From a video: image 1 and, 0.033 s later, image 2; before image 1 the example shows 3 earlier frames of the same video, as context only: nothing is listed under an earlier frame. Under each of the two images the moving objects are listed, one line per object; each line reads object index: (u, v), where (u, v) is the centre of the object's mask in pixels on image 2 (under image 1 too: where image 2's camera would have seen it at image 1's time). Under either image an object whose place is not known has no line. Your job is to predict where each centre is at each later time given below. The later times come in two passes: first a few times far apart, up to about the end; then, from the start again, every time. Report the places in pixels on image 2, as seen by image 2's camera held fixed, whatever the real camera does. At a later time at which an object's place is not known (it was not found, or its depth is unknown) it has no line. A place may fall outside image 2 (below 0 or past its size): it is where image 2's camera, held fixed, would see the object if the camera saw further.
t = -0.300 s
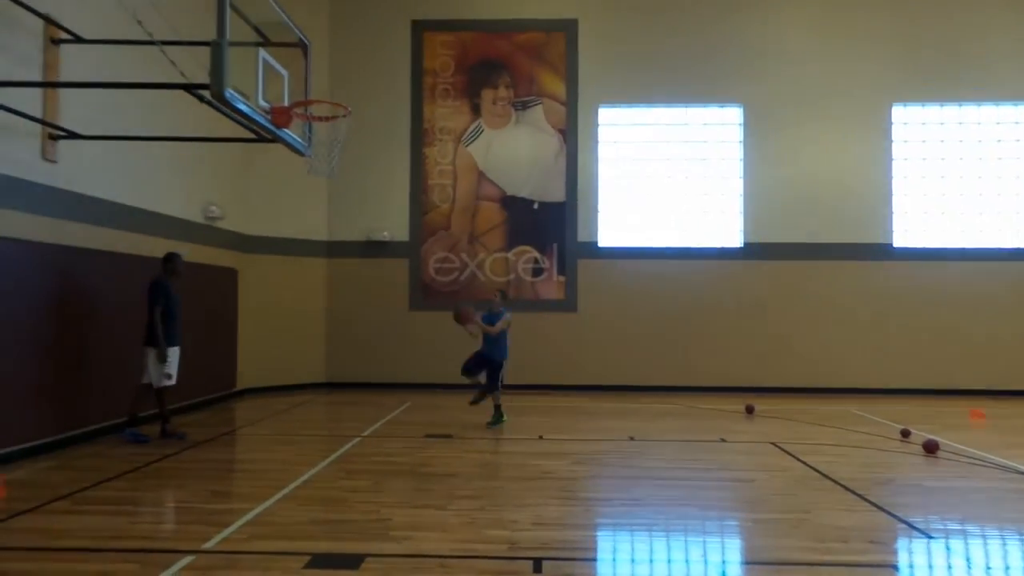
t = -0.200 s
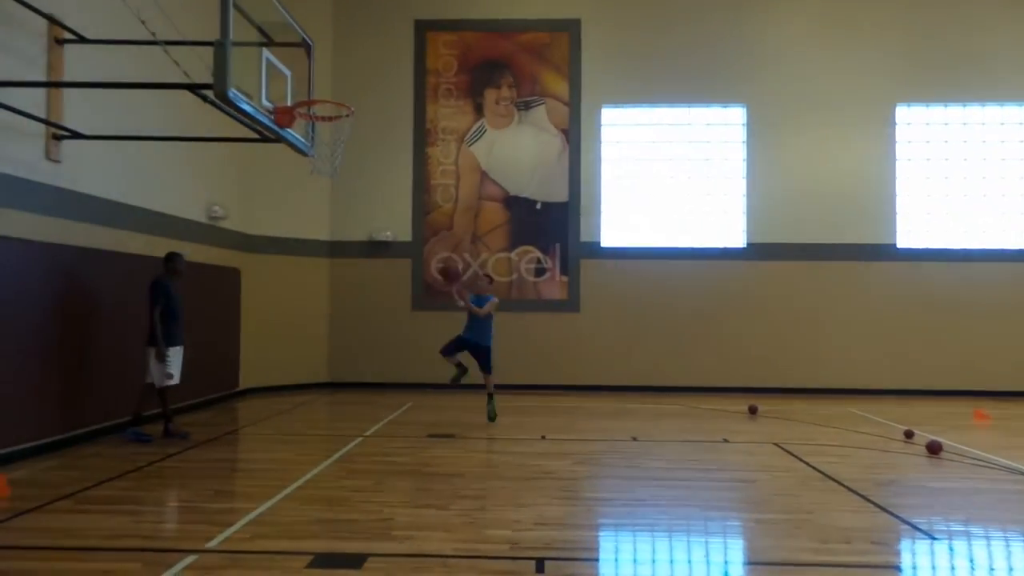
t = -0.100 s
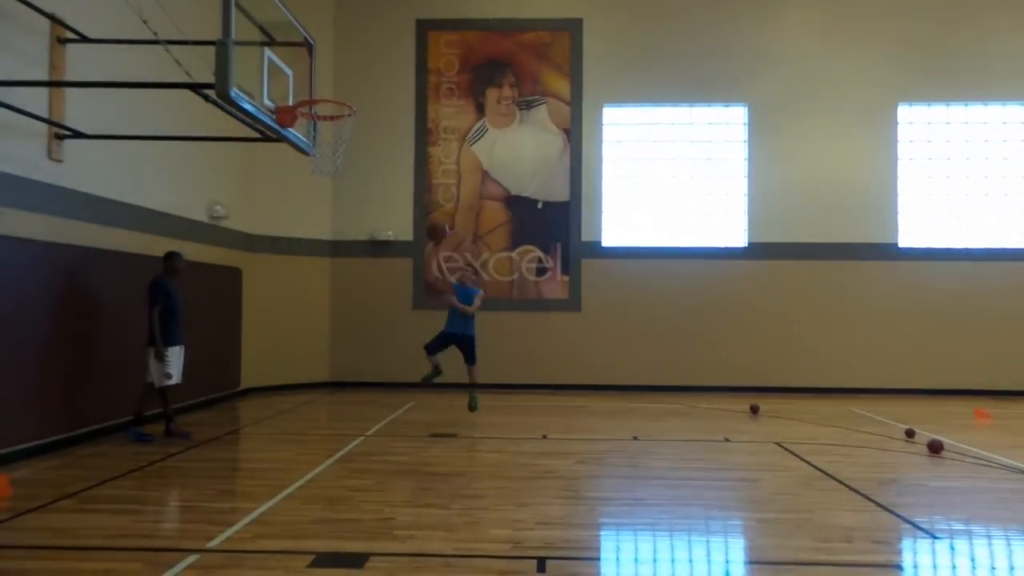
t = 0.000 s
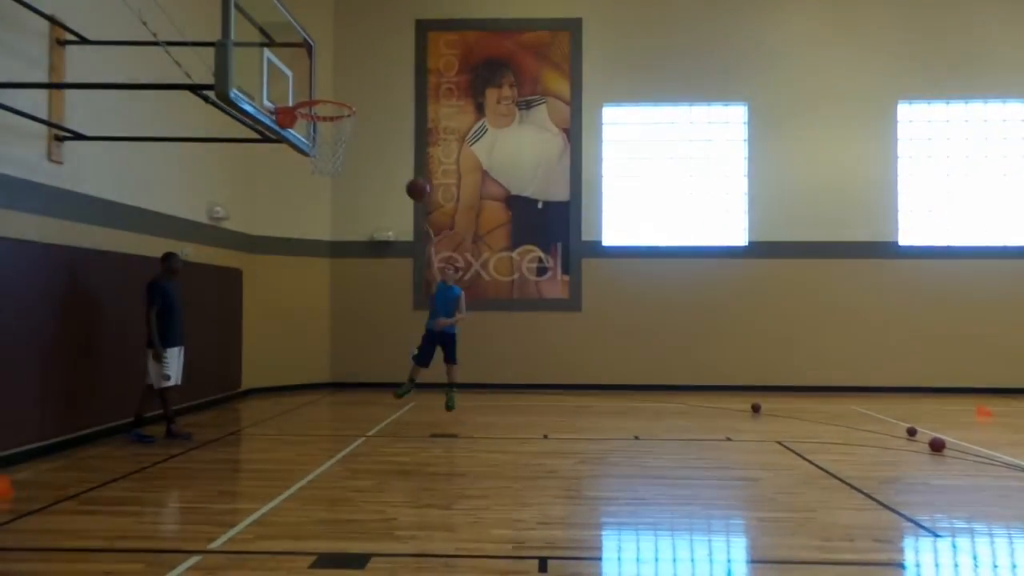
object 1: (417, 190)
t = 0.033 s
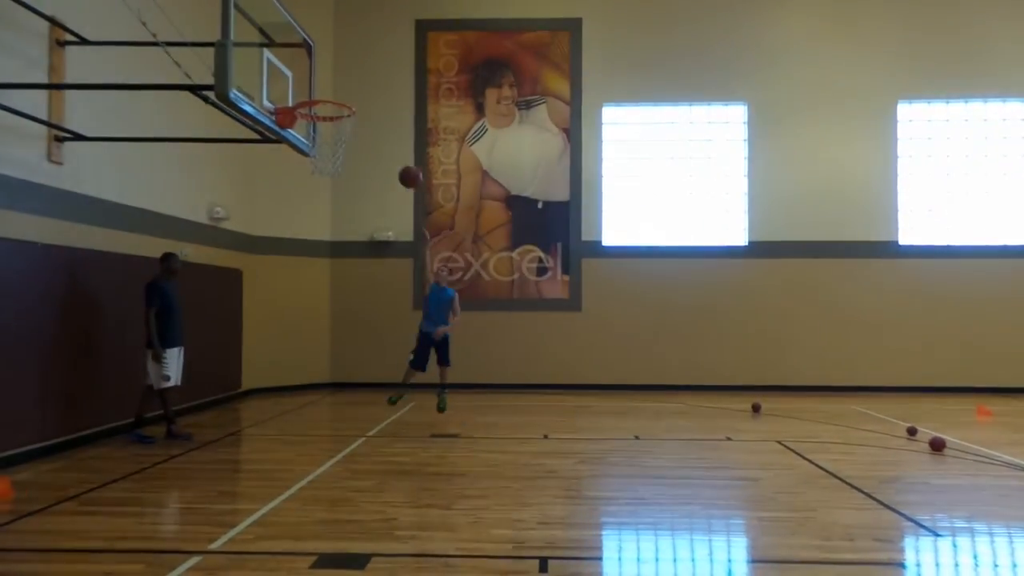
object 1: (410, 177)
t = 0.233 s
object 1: (363, 119)
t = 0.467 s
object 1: (298, 91)
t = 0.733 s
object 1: (332, 110)
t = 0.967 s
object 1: (313, 143)
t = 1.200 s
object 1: (294, 172)
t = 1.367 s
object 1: (287, 229)
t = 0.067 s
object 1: (402, 165)
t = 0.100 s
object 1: (395, 154)
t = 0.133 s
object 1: (387, 144)
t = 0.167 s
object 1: (379, 134)
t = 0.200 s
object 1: (371, 126)
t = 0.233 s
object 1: (363, 119)
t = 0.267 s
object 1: (358, 112)
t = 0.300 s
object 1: (346, 106)
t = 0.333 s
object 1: (337, 102)
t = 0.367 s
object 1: (327, 98)
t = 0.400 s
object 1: (318, 95)
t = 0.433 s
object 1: (307, 90)
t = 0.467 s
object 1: (298, 91)
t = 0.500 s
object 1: (301, 92)
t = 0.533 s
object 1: (304, 93)
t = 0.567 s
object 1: (307, 92)
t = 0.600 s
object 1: (311, 92)
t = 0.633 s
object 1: (316, 96)
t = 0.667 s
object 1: (320, 103)
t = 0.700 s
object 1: (325, 106)
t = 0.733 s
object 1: (332, 110)
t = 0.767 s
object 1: (338, 115)
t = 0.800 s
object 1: (334, 118)
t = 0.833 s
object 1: (330, 123)
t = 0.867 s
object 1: (325, 128)
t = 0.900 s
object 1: (321, 134)
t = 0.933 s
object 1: (317, 138)
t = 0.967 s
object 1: (313, 143)
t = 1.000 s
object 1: (310, 145)
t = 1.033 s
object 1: (306, 147)
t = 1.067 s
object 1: (302, 150)
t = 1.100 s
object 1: (301, 154)
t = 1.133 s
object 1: (298, 159)
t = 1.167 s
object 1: (296, 165)
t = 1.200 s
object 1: (294, 172)
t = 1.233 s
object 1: (291, 180)
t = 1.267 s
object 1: (290, 191)
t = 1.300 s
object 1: (290, 202)
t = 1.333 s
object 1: (289, 215)
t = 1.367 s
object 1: (287, 229)
